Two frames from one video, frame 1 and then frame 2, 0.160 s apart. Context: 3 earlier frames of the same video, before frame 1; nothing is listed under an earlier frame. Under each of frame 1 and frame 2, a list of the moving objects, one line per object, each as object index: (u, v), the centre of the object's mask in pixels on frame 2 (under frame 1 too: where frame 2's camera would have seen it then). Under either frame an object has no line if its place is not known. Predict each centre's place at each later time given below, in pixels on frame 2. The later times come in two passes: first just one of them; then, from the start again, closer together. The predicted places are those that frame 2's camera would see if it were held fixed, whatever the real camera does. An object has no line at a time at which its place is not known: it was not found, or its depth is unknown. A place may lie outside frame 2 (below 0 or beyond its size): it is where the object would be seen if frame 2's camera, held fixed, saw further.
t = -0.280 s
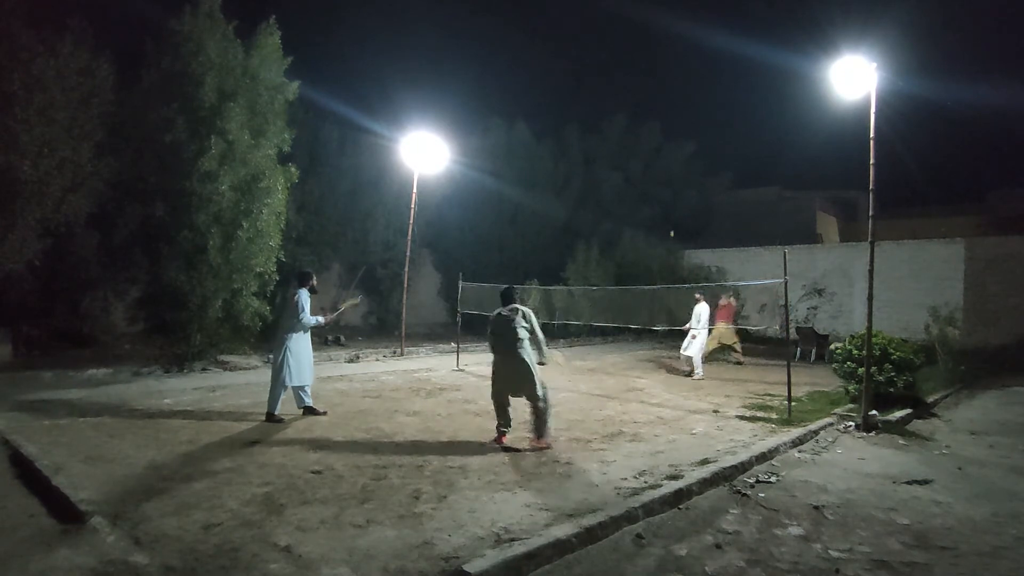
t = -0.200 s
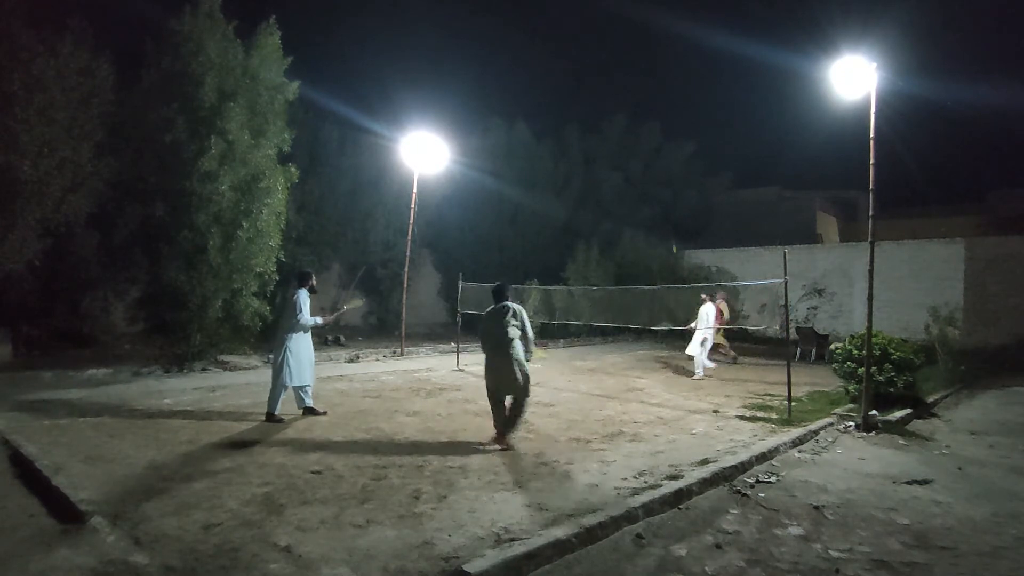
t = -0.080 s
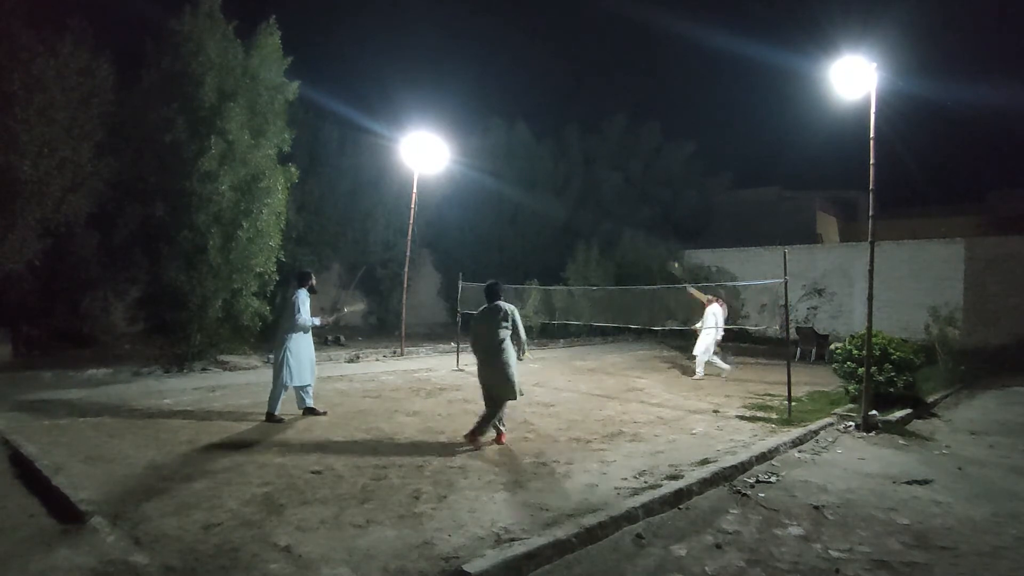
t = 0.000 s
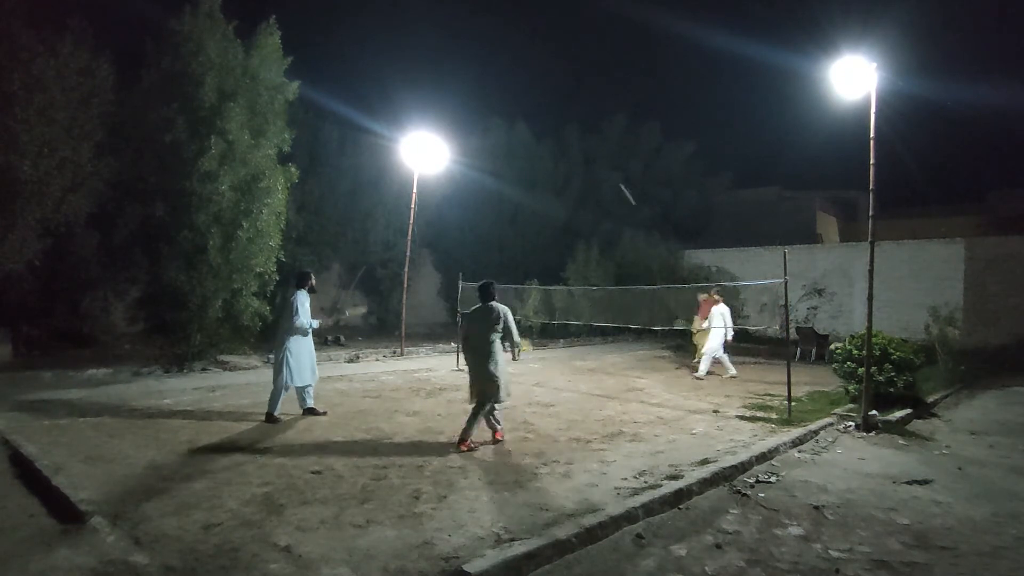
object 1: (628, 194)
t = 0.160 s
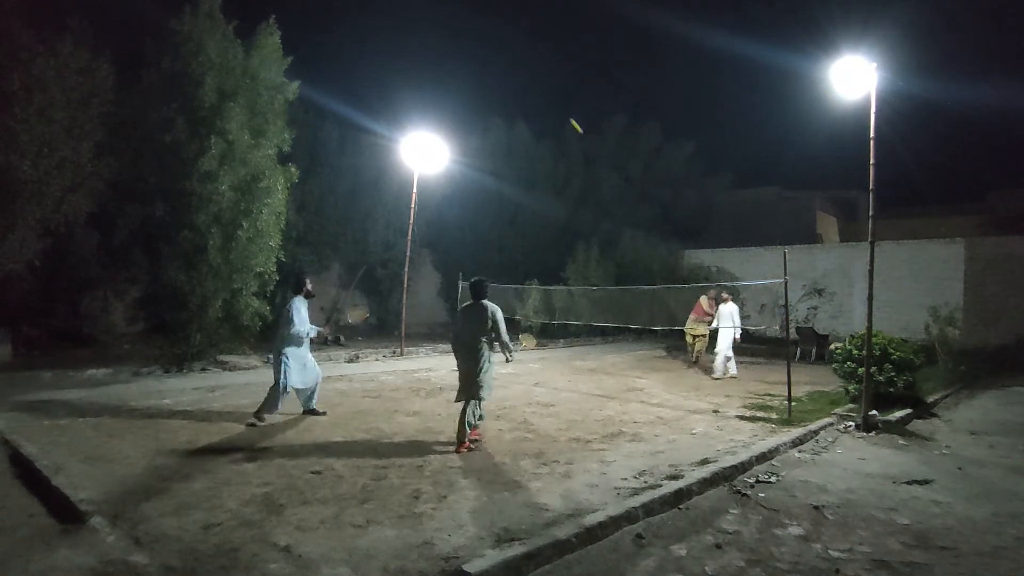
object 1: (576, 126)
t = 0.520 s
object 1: (475, 41)
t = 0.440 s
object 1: (491, 48)
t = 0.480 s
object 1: (483, 44)
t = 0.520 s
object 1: (475, 41)
